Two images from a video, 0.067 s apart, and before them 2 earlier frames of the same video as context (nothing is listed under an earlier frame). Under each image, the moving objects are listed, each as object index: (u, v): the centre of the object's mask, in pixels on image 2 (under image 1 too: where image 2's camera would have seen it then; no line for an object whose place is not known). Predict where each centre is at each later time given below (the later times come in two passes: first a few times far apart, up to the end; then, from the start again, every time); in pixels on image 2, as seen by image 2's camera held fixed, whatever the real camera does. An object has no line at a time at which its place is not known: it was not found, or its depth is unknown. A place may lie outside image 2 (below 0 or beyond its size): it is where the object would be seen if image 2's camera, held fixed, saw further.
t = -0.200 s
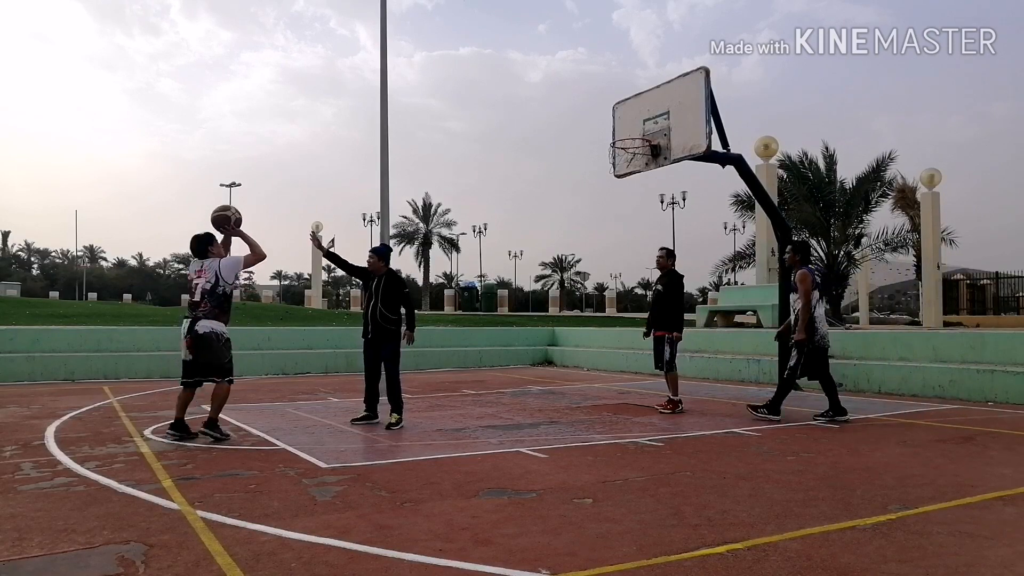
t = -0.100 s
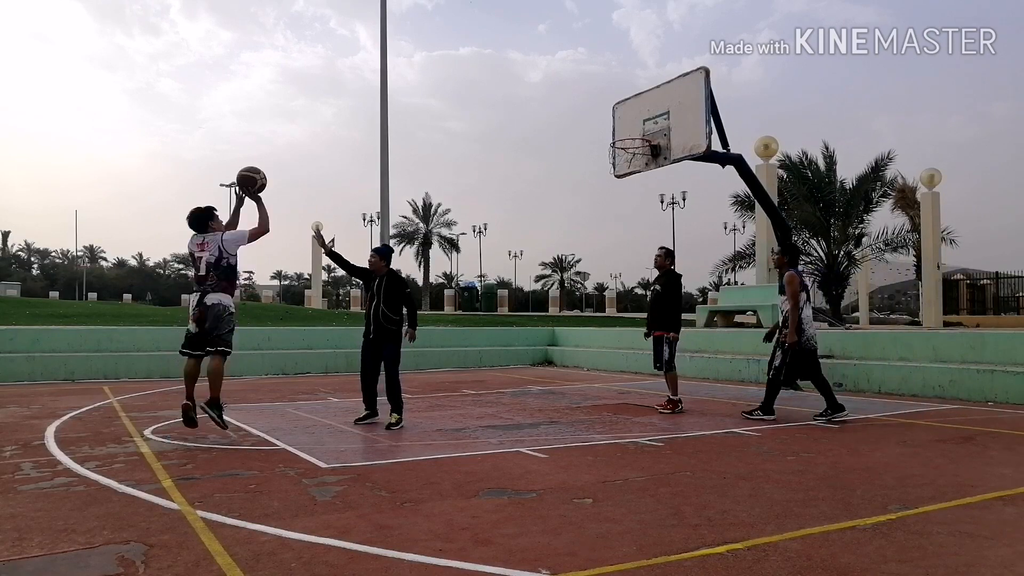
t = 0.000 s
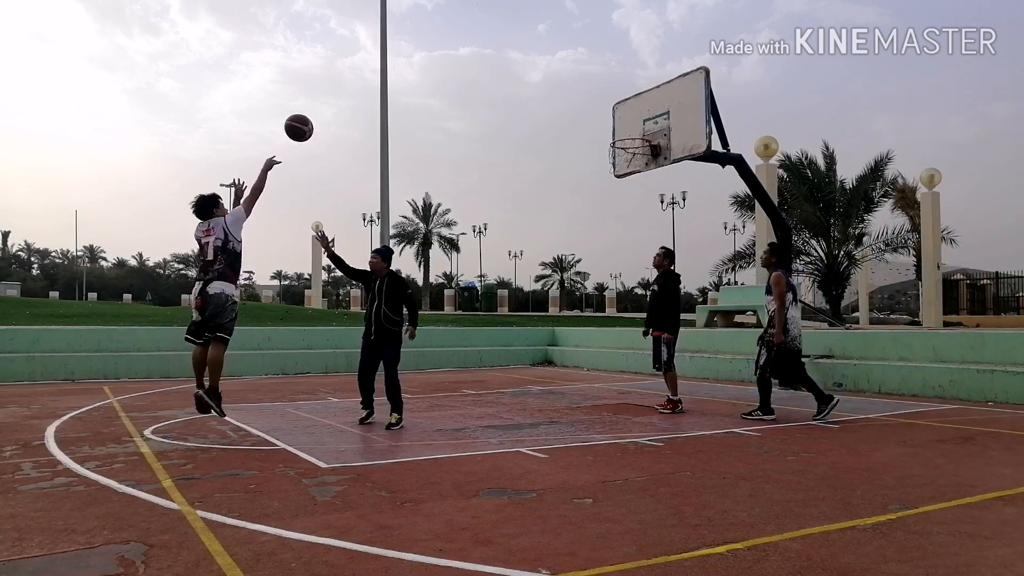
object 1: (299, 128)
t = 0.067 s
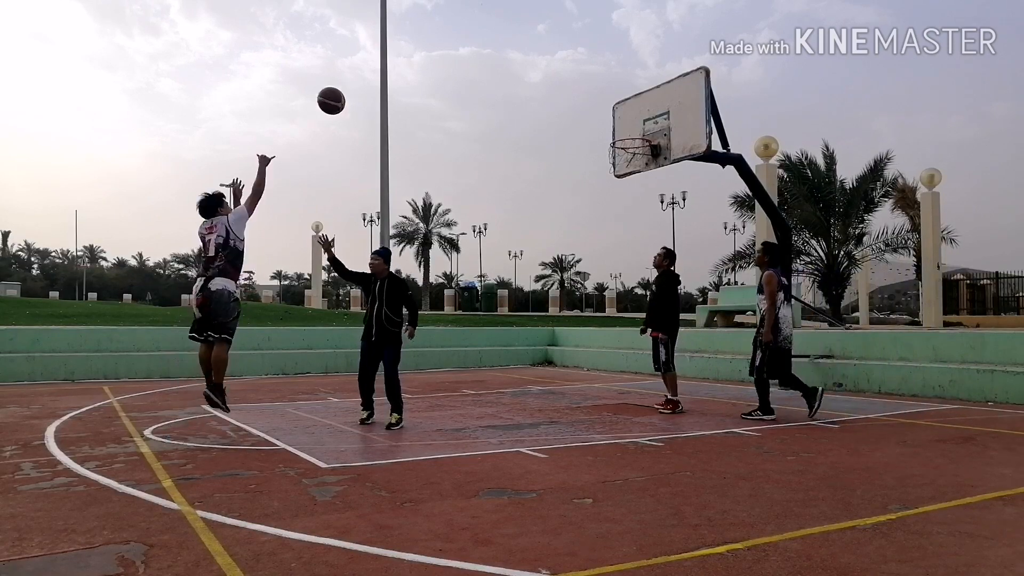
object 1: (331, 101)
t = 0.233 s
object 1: (405, 60)
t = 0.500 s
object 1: (504, 61)
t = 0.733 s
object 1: (575, 115)
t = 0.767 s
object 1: (584, 126)
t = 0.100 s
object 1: (347, 89)
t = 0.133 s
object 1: (362, 80)
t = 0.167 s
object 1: (376, 72)
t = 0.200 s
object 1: (391, 65)
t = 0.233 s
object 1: (405, 60)
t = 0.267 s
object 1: (418, 56)
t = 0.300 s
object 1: (432, 53)
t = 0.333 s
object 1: (445, 52)
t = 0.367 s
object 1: (457, 51)
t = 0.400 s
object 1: (469, 52)
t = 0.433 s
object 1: (481, 54)
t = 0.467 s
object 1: (493, 57)
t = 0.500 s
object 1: (504, 61)
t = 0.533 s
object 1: (515, 66)
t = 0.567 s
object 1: (526, 72)
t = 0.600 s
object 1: (536, 79)
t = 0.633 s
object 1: (546, 86)
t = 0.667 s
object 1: (556, 95)
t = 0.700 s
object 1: (566, 104)
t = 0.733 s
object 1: (575, 115)
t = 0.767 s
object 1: (584, 126)
